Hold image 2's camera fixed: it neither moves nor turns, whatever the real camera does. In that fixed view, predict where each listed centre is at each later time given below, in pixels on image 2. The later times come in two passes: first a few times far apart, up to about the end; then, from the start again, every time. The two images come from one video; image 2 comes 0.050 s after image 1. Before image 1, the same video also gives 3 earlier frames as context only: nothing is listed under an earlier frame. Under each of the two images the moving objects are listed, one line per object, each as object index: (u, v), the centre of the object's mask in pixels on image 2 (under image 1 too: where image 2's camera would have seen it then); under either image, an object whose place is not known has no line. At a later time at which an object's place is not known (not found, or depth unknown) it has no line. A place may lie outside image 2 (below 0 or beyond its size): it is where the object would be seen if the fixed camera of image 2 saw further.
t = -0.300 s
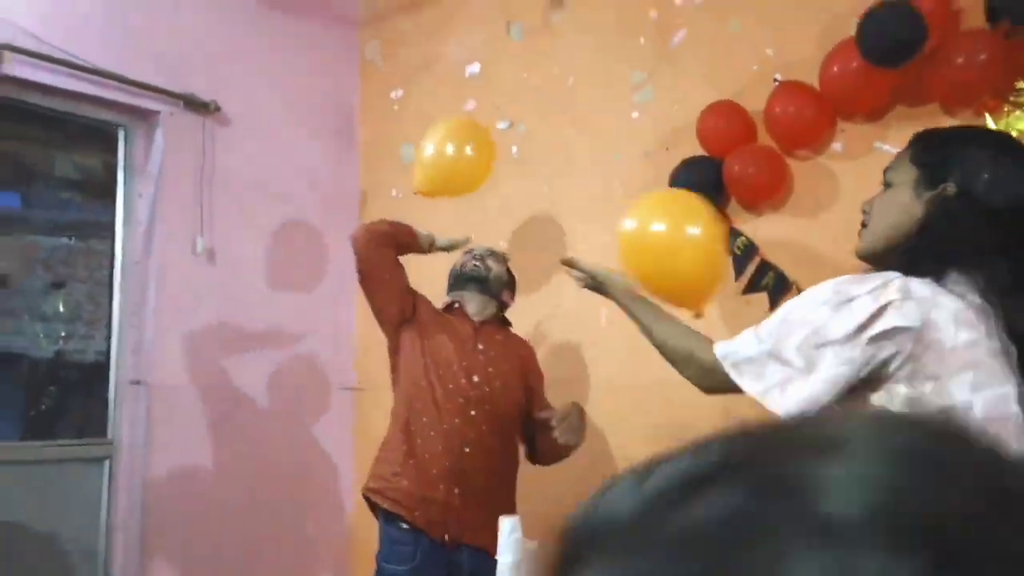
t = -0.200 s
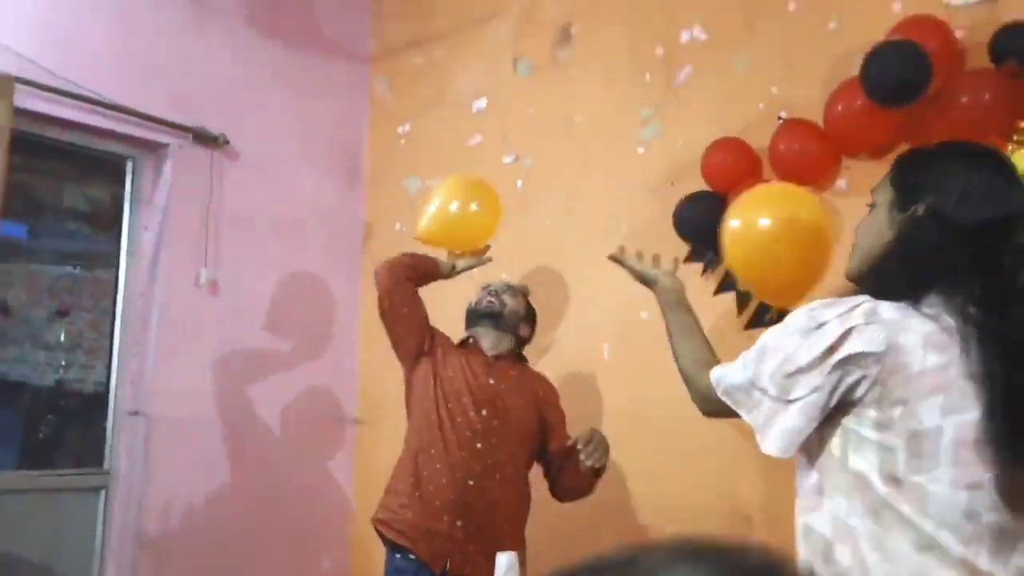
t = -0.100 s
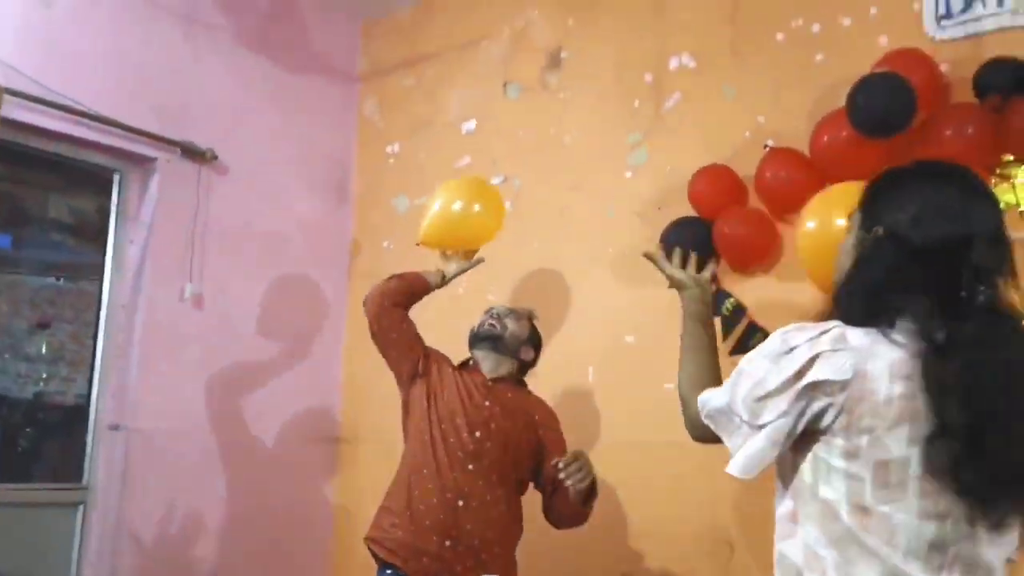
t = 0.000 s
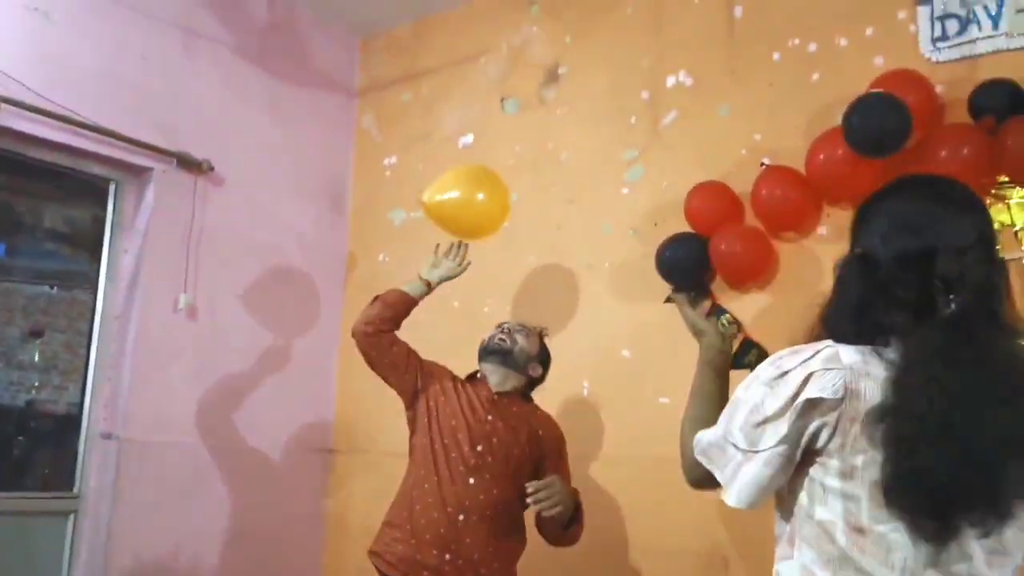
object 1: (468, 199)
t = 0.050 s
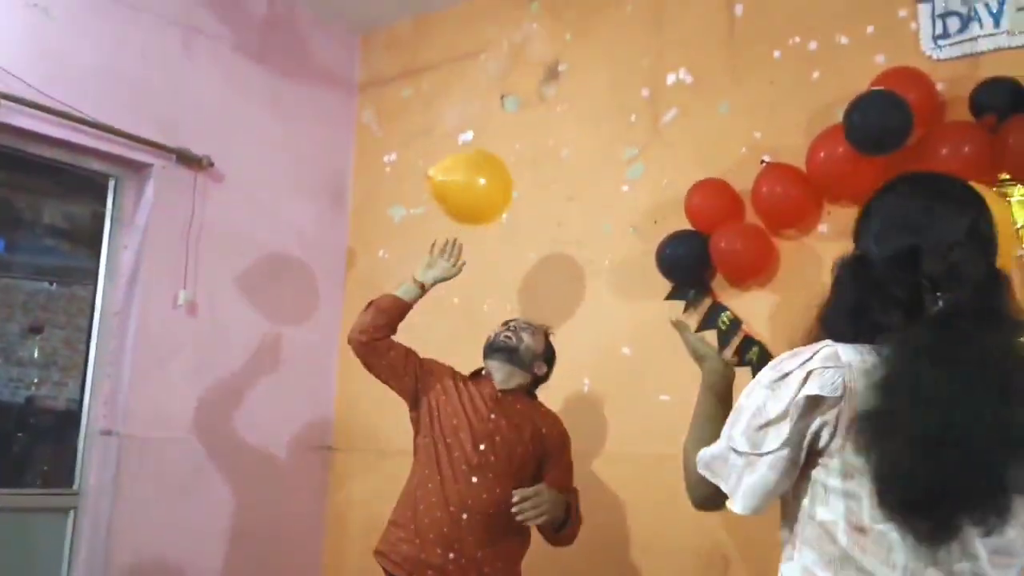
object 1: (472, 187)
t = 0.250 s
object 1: (483, 150)
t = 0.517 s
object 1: (486, 135)
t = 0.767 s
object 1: (487, 153)
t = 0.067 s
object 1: (475, 185)
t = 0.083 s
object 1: (474, 179)
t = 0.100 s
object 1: (475, 176)
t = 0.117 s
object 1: (476, 172)
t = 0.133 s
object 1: (477, 169)
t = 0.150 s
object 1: (478, 166)
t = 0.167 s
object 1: (479, 163)
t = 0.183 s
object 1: (480, 160)
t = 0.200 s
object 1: (481, 157)
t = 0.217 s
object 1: (481, 155)
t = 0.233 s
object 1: (482, 153)
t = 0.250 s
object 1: (483, 150)
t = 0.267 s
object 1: (483, 148)
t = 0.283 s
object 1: (484, 145)
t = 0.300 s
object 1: (485, 143)
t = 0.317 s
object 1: (485, 141)
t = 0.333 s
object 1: (486, 139)
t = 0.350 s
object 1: (486, 138)
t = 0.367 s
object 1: (486, 137)
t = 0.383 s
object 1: (487, 135)
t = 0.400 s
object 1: (486, 134)
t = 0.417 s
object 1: (486, 135)
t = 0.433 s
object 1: (485, 135)
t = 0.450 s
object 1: (485, 135)
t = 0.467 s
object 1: (486, 134)
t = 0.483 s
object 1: (486, 134)
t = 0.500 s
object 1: (485, 134)
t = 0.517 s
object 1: (486, 135)
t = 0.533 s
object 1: (486, 135)
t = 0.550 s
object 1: (487, 137)
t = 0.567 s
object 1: (487, 137)
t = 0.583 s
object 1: (488, 137)
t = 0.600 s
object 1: (488, 137)
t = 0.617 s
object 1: (488, 138)
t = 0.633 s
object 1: (488, 139)
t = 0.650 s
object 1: (488, 140)
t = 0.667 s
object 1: (488, 142)
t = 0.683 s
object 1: (487, 144)
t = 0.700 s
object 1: (487, 146)
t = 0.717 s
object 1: (486, 148)
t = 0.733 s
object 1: (487, 149)
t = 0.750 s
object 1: (487, 151)
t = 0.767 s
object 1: (487, 153)
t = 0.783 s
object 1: (486, 155)
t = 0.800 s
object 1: (486, 158)
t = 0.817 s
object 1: (486, 161)
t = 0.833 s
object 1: (486, 163)
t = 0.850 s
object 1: (485, 167)
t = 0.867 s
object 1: (484, 170)
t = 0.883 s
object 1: (484, 174)
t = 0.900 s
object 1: (483, 177)
